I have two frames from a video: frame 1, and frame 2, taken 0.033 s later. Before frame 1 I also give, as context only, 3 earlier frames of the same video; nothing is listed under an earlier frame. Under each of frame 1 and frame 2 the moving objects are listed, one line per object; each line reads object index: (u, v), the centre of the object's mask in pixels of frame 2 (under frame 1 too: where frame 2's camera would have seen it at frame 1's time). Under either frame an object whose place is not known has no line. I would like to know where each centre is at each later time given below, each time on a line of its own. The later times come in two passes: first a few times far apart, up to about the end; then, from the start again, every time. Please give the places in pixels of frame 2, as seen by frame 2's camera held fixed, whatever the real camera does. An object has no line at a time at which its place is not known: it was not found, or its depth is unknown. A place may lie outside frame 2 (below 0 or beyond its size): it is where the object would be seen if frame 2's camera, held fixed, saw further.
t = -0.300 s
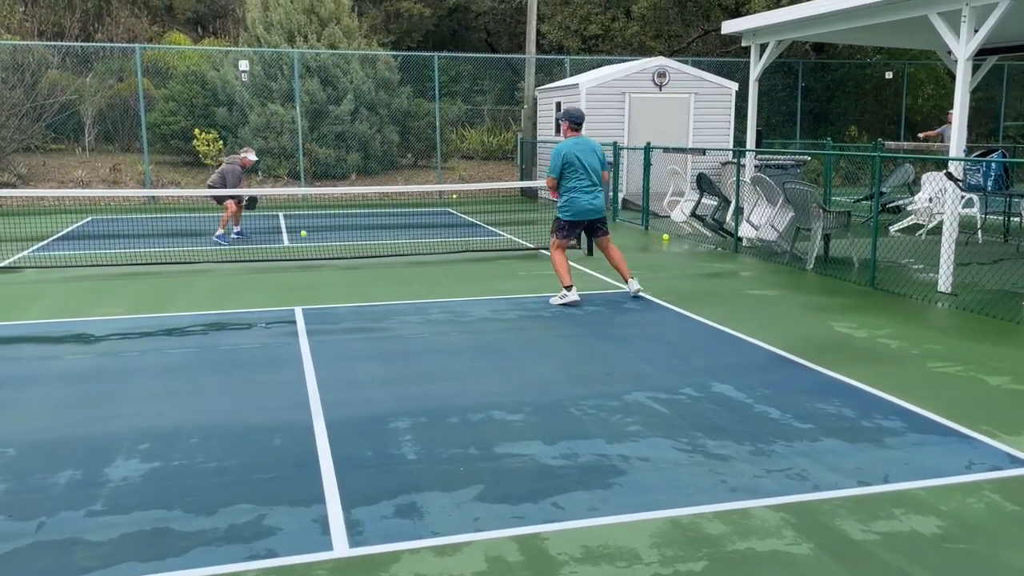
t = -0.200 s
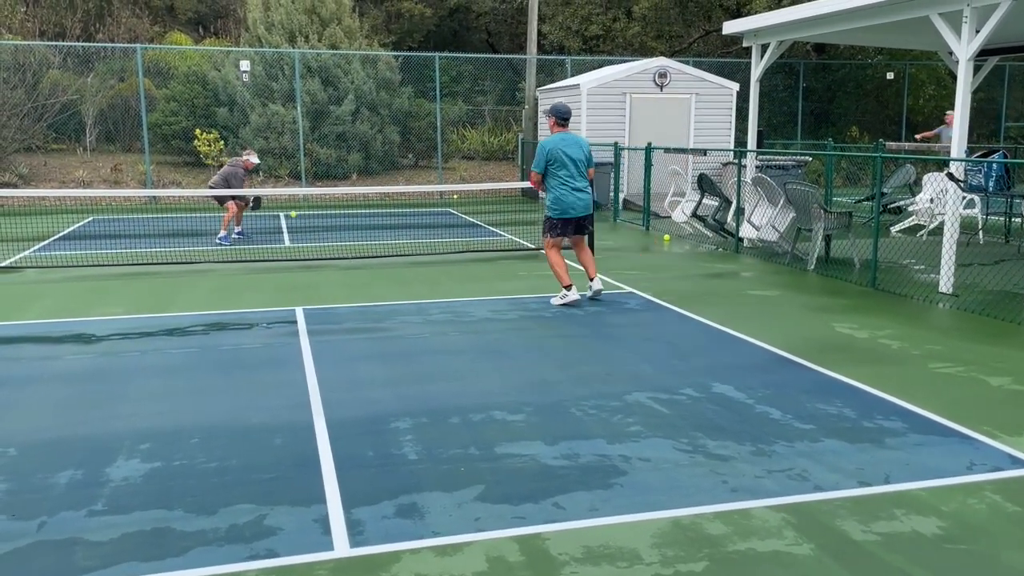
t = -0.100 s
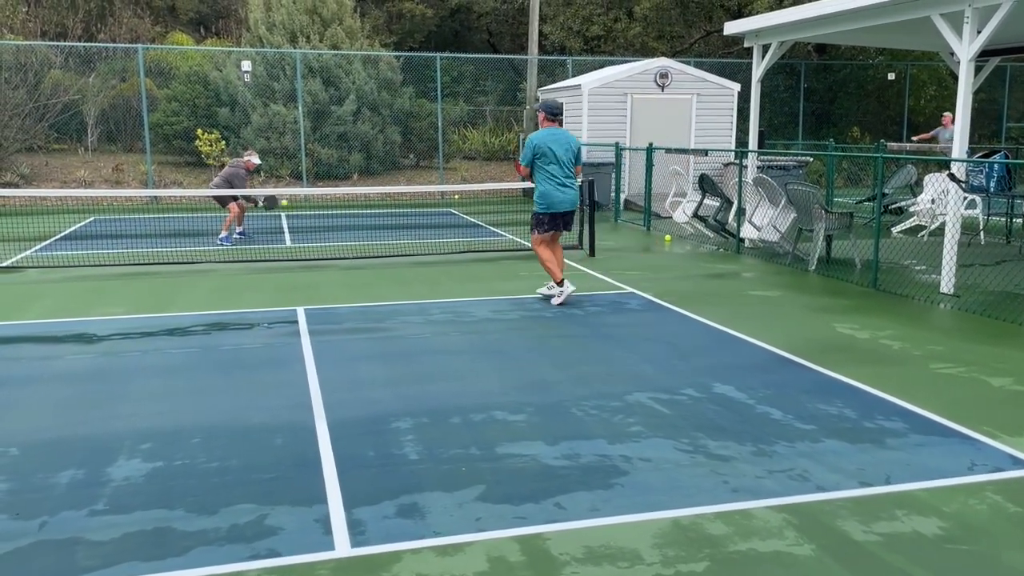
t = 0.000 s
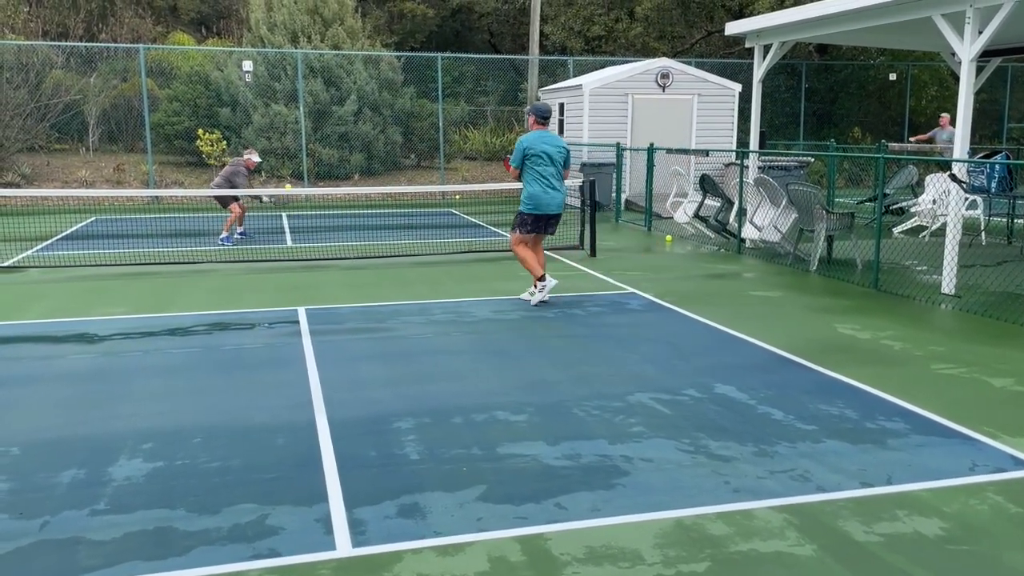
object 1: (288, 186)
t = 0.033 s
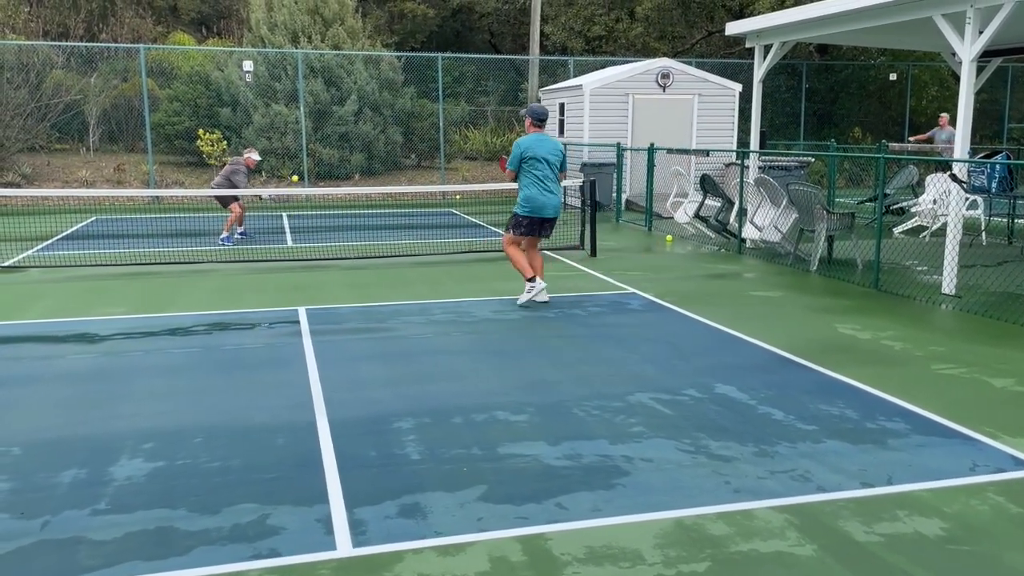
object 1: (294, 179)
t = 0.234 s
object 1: (336, 140)
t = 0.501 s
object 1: (401, 136)
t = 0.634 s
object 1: (439, 159)
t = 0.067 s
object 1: (301, 170)
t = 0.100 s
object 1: (308, 162)
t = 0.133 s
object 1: (315, 156)
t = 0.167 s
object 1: (321, 150)
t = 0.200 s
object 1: (328, 144)
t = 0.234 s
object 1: (336, 140)
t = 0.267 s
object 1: (343, 137)
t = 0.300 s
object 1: (351, 134)
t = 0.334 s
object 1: (359, 132)
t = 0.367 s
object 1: (367, 131)
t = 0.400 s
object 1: (375, 131)
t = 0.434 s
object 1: (384, 132)
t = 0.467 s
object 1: (393, 134)
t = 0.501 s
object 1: (401, 136)
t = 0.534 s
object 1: (411, 140)
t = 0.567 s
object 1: (420, 145)
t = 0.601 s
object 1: (429, 152)
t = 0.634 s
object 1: (439, 159)
